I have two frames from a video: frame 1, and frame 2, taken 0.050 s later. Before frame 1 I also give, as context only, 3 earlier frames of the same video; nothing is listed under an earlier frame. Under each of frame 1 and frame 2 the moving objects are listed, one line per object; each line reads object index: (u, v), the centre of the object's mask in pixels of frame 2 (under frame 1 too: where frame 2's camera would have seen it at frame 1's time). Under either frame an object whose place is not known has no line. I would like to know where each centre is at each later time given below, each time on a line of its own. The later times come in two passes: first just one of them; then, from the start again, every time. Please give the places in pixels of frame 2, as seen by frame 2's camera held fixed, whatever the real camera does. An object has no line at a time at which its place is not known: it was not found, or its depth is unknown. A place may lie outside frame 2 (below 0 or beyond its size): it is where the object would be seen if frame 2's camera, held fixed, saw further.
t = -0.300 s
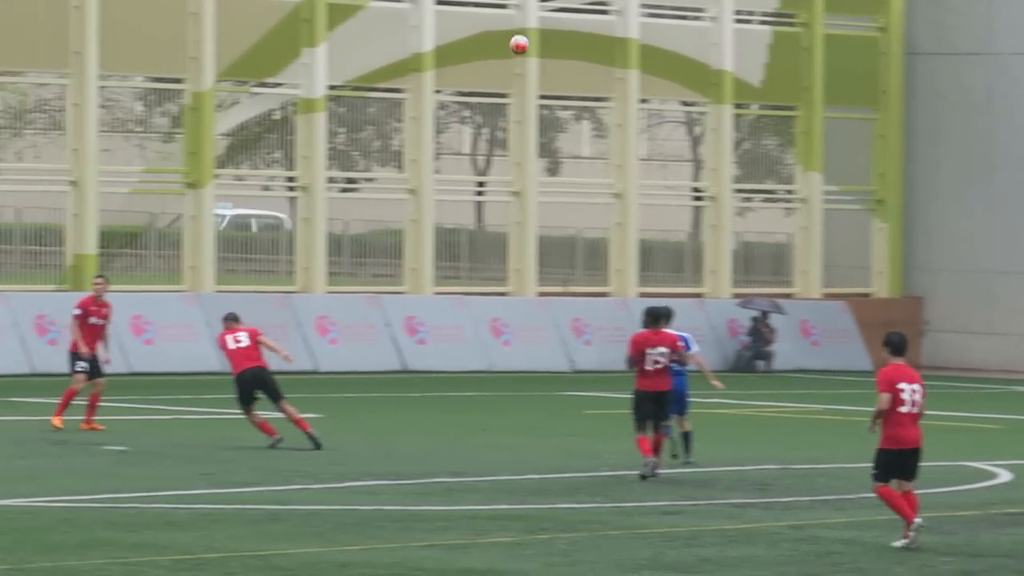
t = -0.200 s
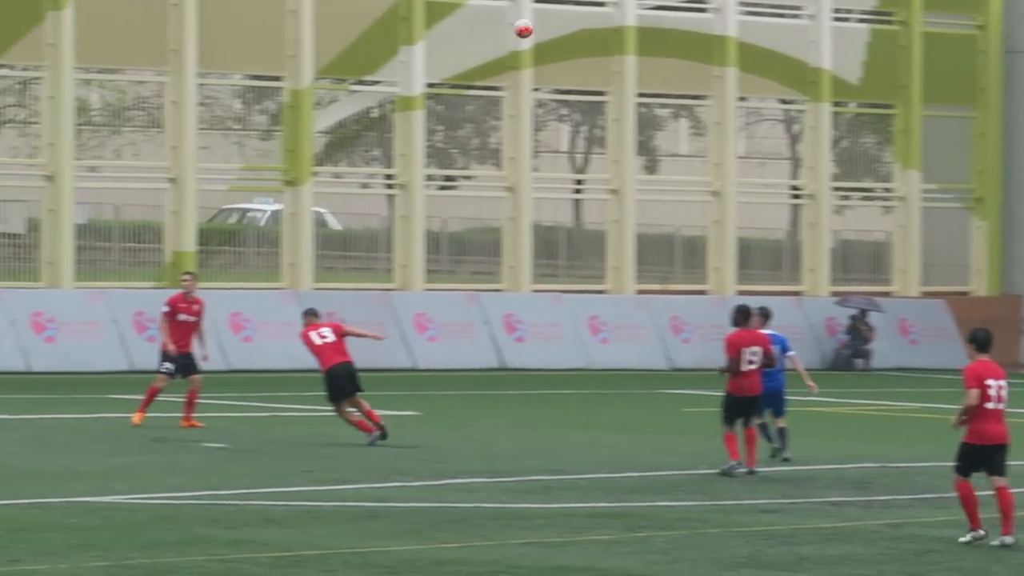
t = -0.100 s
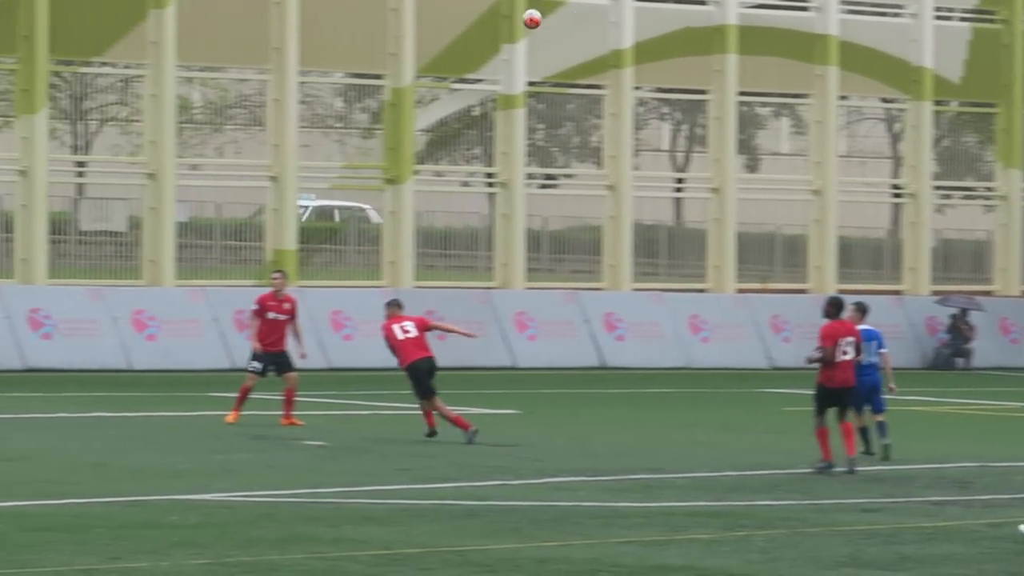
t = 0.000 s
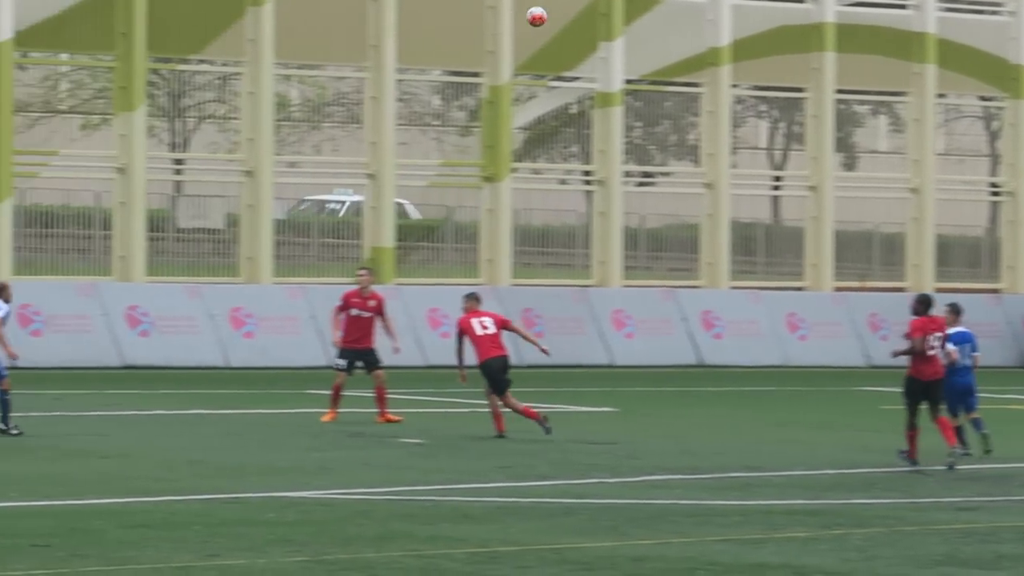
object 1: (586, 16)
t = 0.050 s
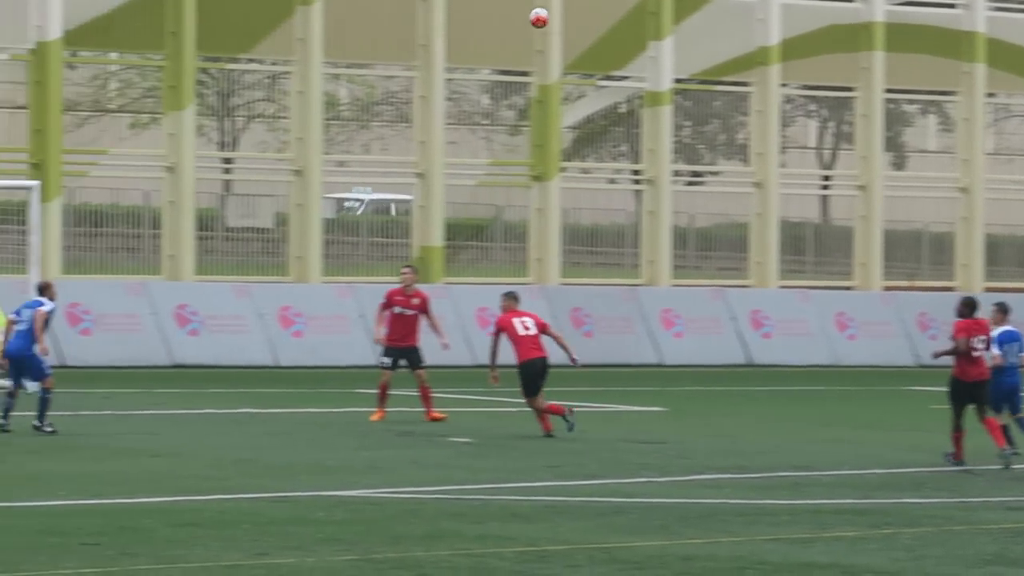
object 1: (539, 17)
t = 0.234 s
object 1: (369, 40)
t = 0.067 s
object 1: (524, 19)
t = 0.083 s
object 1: (508, 20)
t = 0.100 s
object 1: (493, 21)
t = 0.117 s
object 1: (478, 23)
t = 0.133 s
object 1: (462, 25)
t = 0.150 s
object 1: (447, 27)
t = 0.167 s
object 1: (431, 29)
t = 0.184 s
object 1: (416, 32)
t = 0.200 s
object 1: (400, 34)
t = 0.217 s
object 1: (385, 37)
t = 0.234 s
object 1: (369, 40)
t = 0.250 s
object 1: (353, 43)
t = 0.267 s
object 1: (338, 46)
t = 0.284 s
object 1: (322, 49)
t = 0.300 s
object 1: (306, 53)
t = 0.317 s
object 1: (291, 57)
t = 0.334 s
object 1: (275, 62)
